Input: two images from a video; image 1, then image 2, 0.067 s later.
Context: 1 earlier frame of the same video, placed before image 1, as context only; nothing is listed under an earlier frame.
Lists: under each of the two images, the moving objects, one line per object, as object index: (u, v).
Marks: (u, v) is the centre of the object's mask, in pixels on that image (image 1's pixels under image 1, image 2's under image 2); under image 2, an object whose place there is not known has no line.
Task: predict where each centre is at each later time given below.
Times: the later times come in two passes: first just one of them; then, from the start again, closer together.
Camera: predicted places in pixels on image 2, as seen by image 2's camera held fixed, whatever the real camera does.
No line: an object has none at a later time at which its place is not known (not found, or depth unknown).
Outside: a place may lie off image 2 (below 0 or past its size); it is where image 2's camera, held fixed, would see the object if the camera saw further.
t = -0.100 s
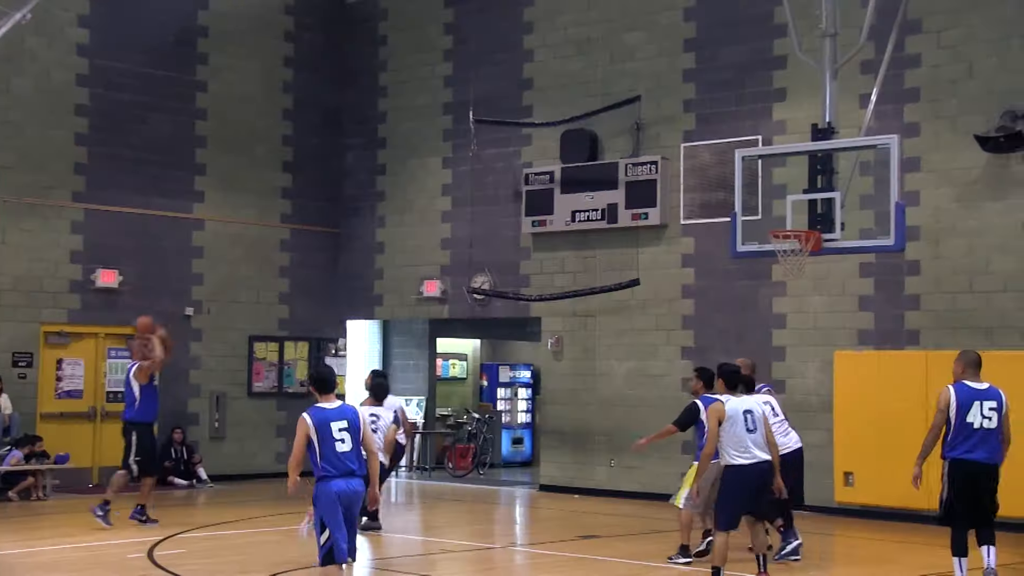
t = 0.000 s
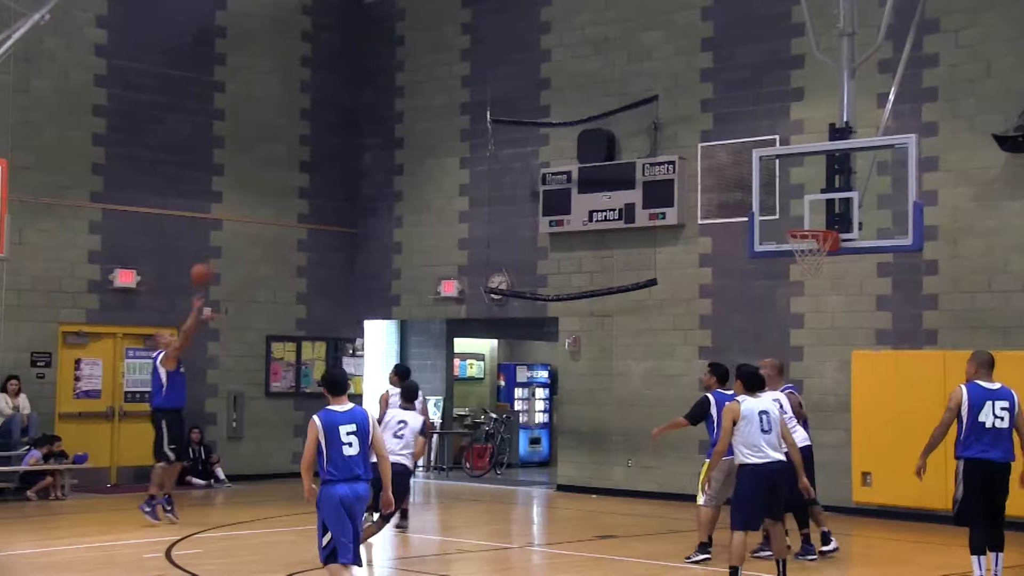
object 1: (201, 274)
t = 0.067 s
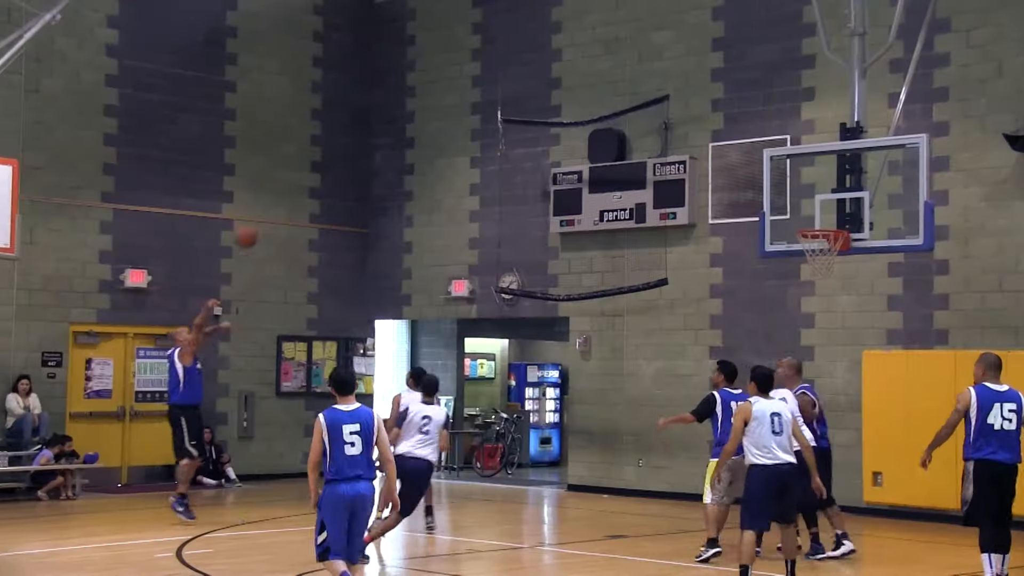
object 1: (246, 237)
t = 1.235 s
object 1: (827, 213)
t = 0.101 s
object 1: (262, 219)
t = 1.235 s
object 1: (827, 213)
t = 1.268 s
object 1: (834, 201)
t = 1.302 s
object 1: (835, 192)
